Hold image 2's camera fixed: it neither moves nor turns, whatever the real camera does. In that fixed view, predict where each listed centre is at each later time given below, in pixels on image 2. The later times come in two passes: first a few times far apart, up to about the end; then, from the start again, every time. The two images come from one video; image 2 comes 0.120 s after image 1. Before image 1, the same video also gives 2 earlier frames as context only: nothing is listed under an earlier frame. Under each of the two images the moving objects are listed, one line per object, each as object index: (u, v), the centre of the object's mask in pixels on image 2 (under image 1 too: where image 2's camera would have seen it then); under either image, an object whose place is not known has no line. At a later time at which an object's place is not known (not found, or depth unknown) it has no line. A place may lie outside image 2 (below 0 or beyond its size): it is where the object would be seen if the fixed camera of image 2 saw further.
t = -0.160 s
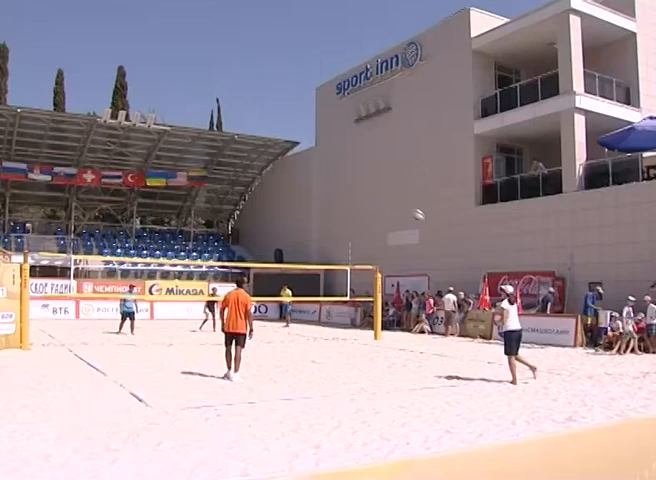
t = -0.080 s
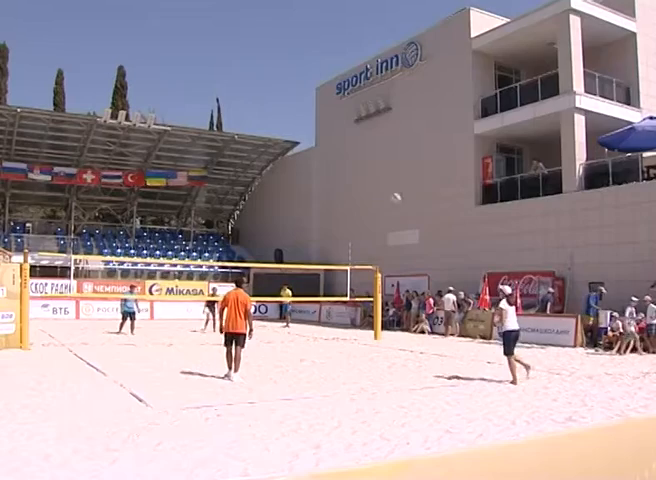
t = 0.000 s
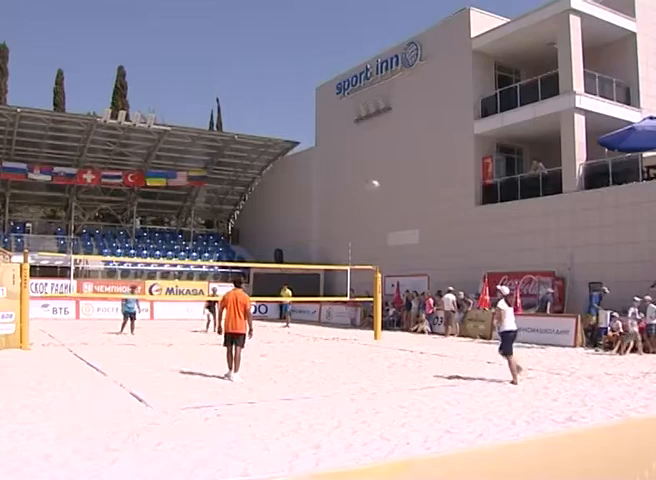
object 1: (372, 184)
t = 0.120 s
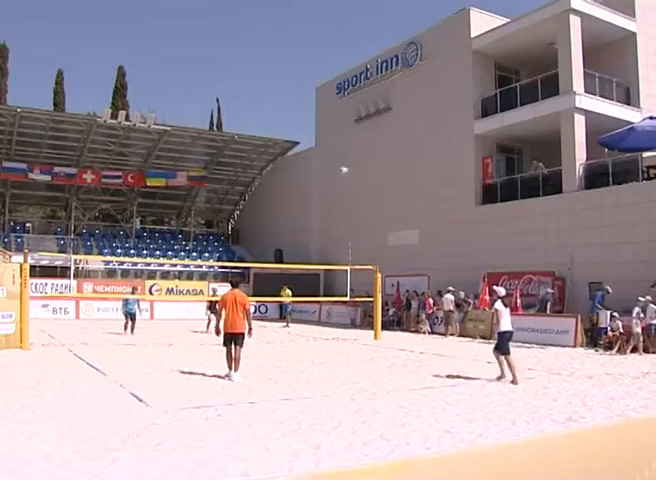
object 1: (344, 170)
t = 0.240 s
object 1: (317, 163)
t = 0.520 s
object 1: (262, 173)
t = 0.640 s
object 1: (242, 185)
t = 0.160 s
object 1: (335, 167)
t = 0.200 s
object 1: (325, 165)
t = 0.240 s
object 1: (317, 163)
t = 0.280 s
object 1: (308, 163)
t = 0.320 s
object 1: (300, 164)
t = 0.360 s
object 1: (292, 164)
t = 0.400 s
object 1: (284, 165)
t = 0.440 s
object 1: (276, 167)
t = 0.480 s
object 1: (269, 169)
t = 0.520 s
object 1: (262, 173)
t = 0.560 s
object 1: (255, 176)
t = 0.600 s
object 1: (248, 180)
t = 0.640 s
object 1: (242, 185)
